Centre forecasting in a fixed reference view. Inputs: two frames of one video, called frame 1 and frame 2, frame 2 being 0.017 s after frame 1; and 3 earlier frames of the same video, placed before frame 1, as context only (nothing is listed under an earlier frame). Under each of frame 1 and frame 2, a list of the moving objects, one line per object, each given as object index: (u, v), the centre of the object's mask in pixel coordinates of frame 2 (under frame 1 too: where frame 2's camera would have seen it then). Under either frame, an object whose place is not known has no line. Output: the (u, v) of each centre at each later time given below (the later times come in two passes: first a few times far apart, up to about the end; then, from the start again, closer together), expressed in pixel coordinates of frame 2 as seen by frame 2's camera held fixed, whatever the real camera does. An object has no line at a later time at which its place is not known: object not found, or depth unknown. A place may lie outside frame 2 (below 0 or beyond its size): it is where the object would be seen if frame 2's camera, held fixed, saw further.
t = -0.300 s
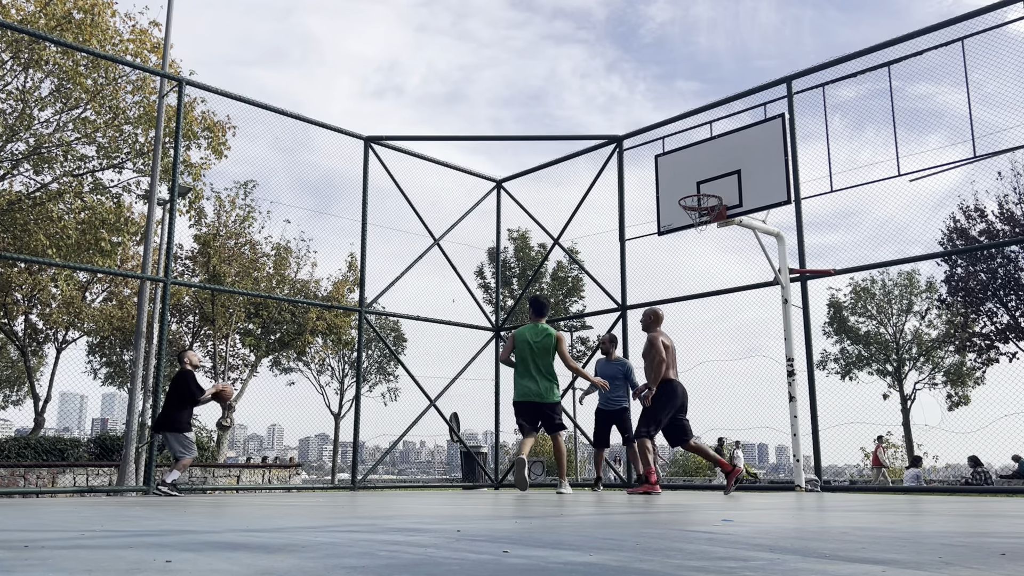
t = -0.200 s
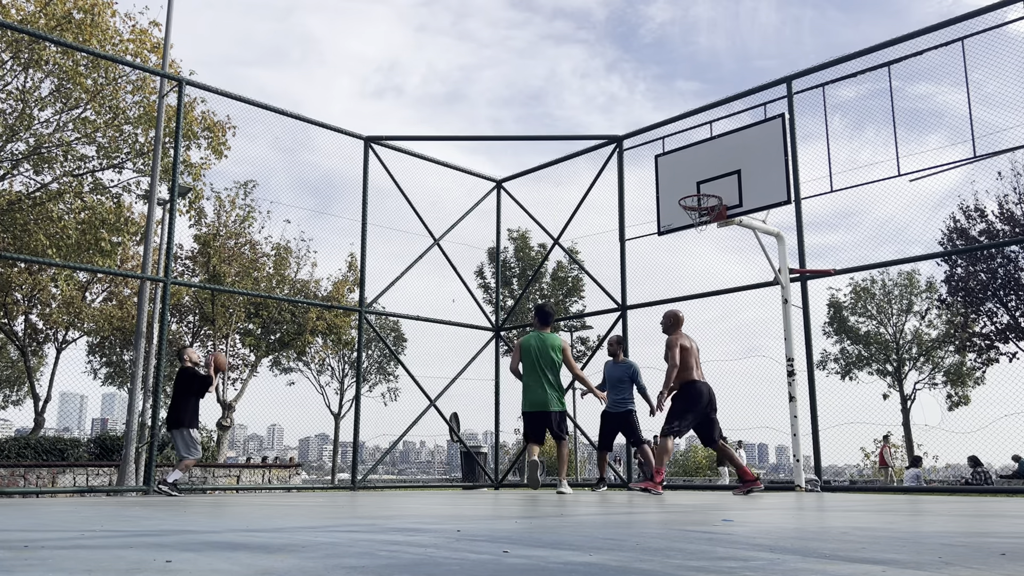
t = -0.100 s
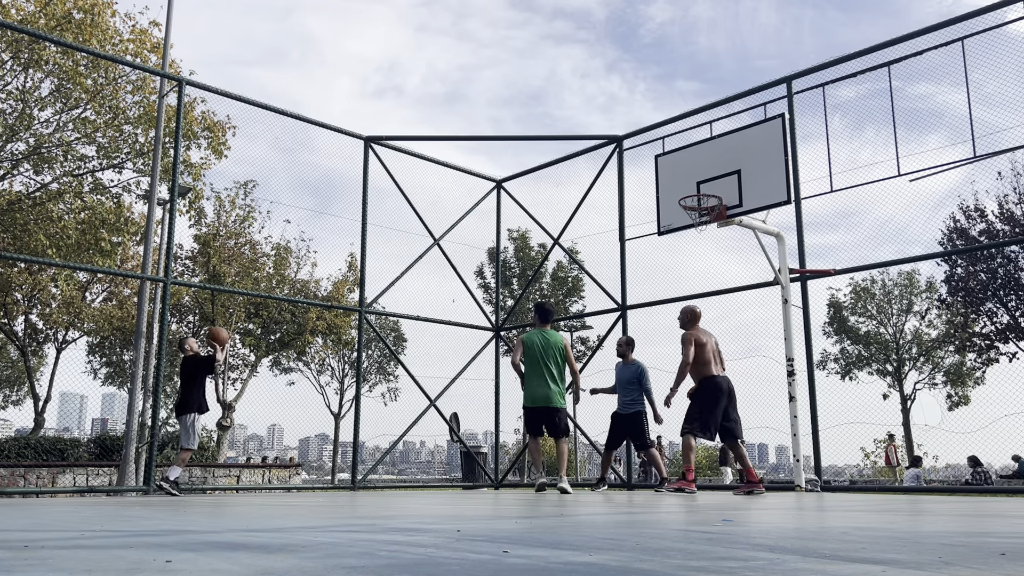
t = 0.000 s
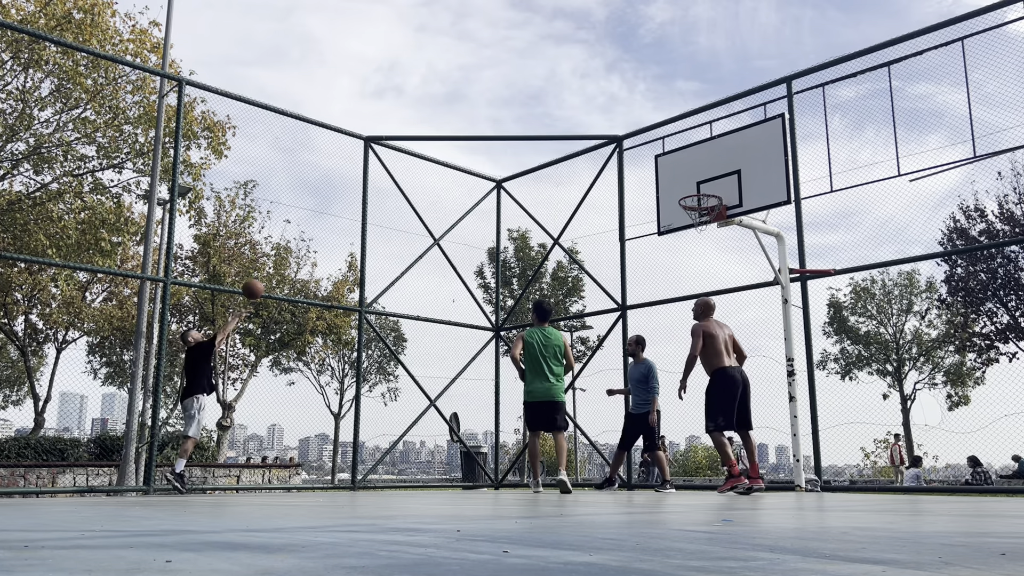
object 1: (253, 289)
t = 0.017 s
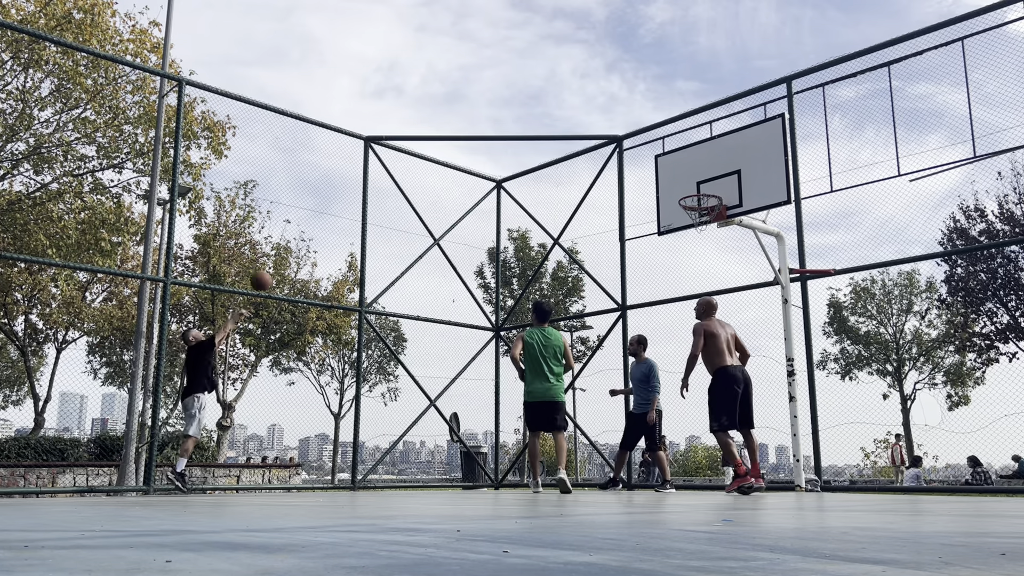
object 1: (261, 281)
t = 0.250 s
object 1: (366, 188)
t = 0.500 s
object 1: (473, 140)
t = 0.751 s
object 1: (578, 140)
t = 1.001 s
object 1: (687, 188)
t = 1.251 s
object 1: (681, 281)
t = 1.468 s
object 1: (649, 412)
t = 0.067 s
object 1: (284, 256)
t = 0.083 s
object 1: (292, 249)
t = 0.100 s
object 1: (299, 242)
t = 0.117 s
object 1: (307, 235)
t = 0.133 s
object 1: (314, 228)
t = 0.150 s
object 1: (321, 222)
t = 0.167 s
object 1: (329, 216)
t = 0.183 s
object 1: (336, 210)
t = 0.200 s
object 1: (344, 204)
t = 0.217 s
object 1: (351, 199)
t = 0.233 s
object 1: (359, 193)
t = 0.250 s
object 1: (366, 188)
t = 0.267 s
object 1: (373, 184)
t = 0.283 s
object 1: (380, 179)
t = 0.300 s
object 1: (388, 175)
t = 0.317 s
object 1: (395, 171)
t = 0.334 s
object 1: (402, 167)
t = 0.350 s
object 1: (409, 163)
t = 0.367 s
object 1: (417, 160)
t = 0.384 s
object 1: (424, 156)
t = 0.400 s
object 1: (431, 153)
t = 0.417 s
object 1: (438, 151)
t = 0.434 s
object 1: (445, 148)
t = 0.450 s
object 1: (452, 145)
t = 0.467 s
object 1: (459, 143)
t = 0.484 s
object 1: (466, 141)
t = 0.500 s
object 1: (473, 140)
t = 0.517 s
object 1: (480, 138)
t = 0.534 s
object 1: (487, 137)
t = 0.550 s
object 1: (494, 136)
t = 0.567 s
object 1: (501, 135)
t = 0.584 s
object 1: (508, 134)
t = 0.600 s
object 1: (515, 134)
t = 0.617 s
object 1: (522, 134)
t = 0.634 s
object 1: (529, 134)
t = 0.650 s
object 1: (536, 134)
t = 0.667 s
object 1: (543, 134)
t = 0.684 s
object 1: (550, 135)
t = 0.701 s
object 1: (557, 136)
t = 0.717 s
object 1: (564, 137)
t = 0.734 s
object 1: (571, 138)
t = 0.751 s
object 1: (578, 140)
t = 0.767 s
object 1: (585, 142)
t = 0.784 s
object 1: (592, 143)
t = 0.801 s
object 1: (600, 145)
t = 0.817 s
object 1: (607, 148)
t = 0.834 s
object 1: (614, 150)
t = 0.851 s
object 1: (621, 153)
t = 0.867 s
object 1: (629, 156)
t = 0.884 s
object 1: (636, 159)
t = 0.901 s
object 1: (643, 163)
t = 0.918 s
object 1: (650, 167)
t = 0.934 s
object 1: (658, 170)
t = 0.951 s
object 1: (665, 175)
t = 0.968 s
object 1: (672, 179)
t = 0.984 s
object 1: (680, 184)
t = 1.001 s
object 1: (687, 188)
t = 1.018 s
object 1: (694, 194)
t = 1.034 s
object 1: (702, 200)
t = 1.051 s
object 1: (708, 205)
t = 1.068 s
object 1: (708, 210)
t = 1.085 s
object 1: (707, 216)
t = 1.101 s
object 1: (704, 221)
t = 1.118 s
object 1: (702, 226)
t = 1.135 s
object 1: (699, 232)
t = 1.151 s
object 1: (696, 238)
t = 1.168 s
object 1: (694, 245)
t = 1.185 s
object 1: (691, 251)
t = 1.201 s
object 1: (689, 258)
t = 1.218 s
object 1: (686, 265)
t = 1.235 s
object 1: (684, 273)
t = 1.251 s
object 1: (681, 281)
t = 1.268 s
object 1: (678, 289)
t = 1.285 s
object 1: (676, 298)
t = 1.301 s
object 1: (674, 307)
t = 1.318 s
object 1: (671, 316)
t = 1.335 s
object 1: (669, 325)
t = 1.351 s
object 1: (667, 335)
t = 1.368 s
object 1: (664, 345)
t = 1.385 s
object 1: (661, 355)
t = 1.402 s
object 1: (659, 366)
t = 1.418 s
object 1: (657, 377)
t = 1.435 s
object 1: (654, 388)
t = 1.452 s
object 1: (652, 400)
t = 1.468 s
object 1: (649, 412)
